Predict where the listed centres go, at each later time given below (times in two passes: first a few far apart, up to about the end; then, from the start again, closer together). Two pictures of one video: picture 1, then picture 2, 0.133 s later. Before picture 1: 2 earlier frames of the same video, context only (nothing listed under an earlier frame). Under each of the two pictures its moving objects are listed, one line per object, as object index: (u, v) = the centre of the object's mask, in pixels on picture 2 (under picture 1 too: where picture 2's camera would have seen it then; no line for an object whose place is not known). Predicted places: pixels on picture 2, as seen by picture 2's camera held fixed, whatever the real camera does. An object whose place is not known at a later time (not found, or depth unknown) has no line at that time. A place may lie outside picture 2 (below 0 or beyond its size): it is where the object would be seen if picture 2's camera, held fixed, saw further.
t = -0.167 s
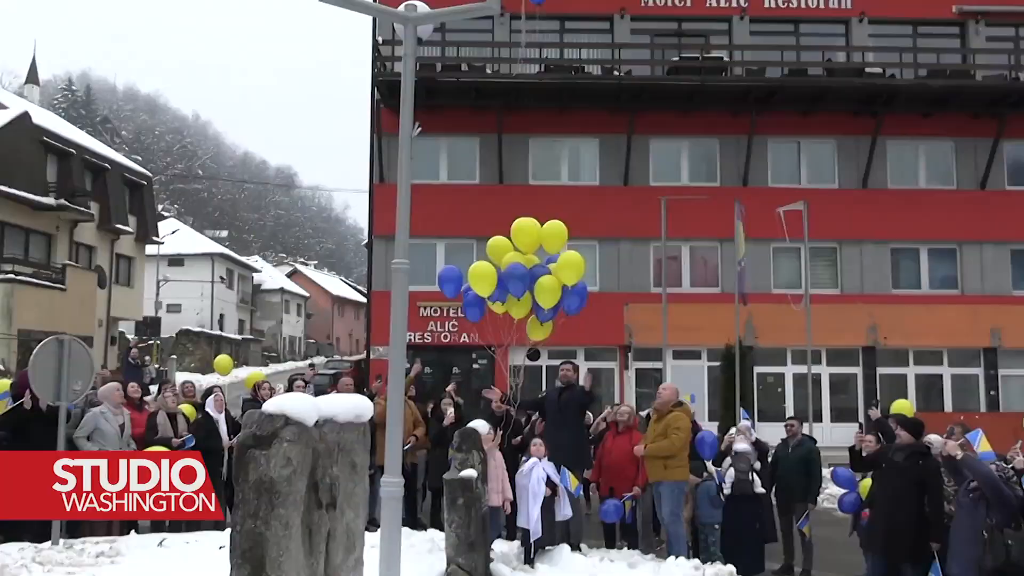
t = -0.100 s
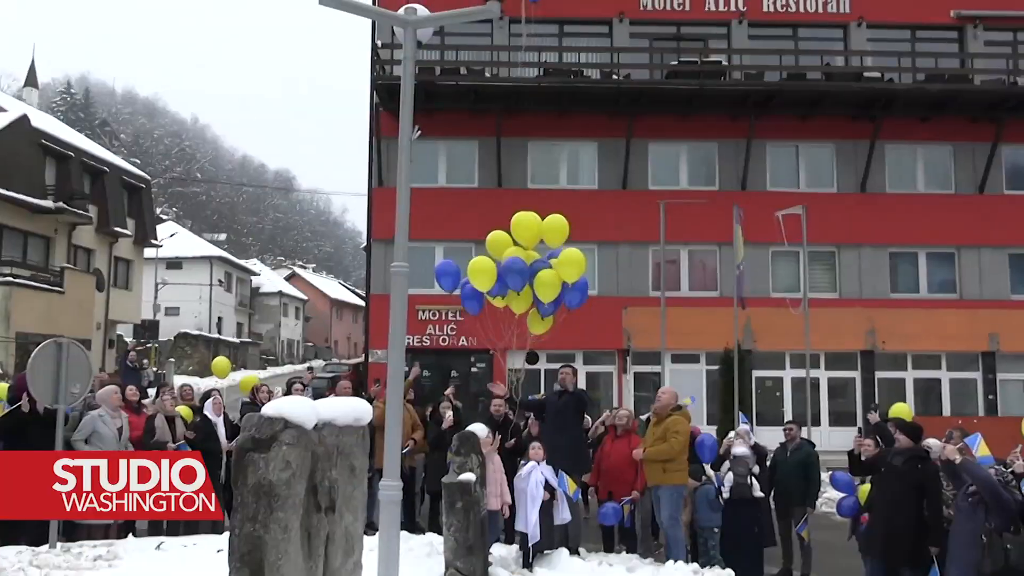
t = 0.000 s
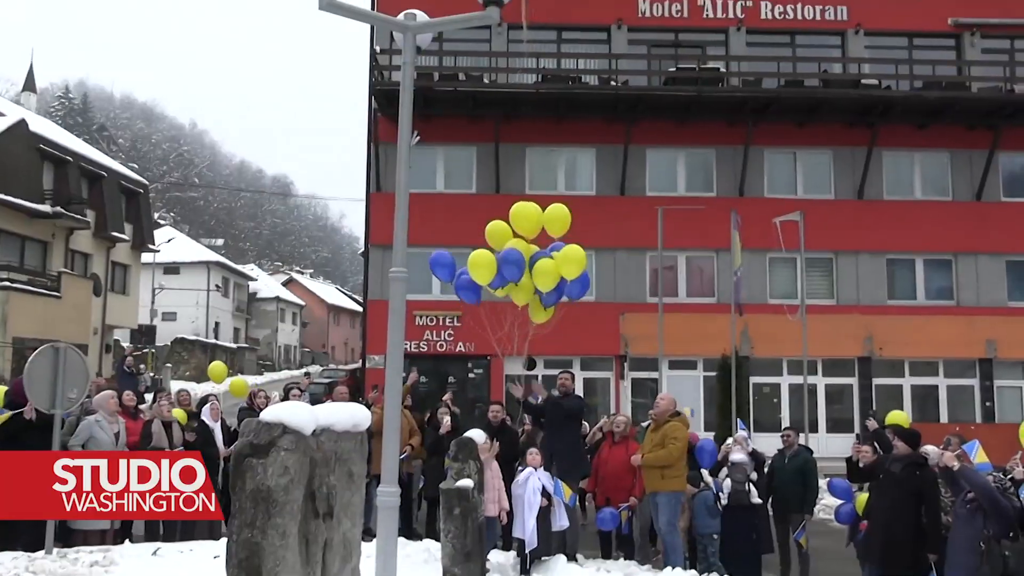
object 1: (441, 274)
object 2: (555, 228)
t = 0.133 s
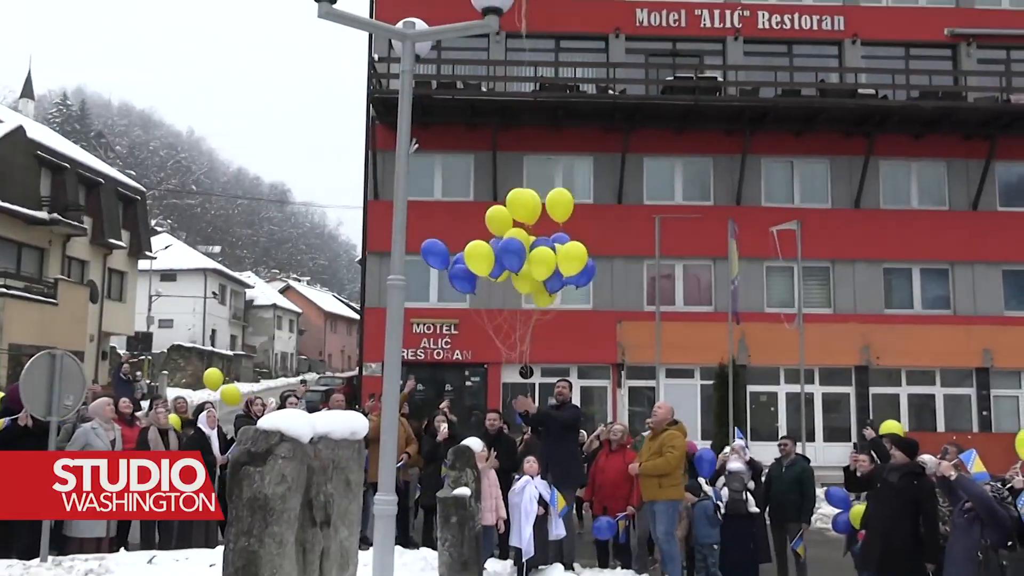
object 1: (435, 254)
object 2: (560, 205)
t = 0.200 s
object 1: (433, 246)
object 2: (561, 194)
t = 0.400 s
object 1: (425, 216)
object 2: (560, 162)
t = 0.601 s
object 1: (419, 184)
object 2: (550, 132)
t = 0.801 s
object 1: (414, 157)
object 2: (538, 103)
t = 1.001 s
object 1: (388, 123)
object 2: (528, 73)
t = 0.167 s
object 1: (434, 251)
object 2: (560, 201)
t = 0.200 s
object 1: (433, 246)
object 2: (561, 194)
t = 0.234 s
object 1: (431, 240)
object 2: (562, 188)
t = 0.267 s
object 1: (431, 237)
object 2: (562, 184)
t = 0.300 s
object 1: (429, 231)
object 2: (562, 177)
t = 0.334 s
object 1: (428, 225)
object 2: (562, 171)
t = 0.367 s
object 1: (427, 222)
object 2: (561, 168)
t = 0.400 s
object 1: (425, 216)
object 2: (560, 162)
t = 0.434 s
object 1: (424, 210)
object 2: (559, 156)
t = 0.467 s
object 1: (423, 207)
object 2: (558, 153)
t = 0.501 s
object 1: (422, 200)
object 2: (556, 147)
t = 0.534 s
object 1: (420, 194)
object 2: (554, 141)
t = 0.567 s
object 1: (420, 190)
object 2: (552, 138)
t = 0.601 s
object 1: (419, 184)
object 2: (550, 132)
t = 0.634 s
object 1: (419, 179)
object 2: (548, 126)
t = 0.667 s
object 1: (418, 176)
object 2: (546, 124)
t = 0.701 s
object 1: (417, 170)
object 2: (544, 118)
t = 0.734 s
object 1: (417, 165)
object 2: (541, 112)
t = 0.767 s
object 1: (417, 163)
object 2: (540, 109)
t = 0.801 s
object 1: (414, 157)
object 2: (538, 103)
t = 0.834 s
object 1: (394, 143)
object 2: (535, 97)
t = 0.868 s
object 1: (393, 140)
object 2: (534, 94)
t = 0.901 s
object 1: (392, 135)
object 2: (532, 88)
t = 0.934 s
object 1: (390, 130)
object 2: (530, 82)
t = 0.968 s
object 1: (390, 128)
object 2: (529, 79)
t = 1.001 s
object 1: (388, 123)
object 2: (528, 73)
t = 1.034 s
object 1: (386, 118)
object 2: (527, 67)
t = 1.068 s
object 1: (385, 116)
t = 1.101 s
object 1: (383, 112)
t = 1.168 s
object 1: (380, 105)
